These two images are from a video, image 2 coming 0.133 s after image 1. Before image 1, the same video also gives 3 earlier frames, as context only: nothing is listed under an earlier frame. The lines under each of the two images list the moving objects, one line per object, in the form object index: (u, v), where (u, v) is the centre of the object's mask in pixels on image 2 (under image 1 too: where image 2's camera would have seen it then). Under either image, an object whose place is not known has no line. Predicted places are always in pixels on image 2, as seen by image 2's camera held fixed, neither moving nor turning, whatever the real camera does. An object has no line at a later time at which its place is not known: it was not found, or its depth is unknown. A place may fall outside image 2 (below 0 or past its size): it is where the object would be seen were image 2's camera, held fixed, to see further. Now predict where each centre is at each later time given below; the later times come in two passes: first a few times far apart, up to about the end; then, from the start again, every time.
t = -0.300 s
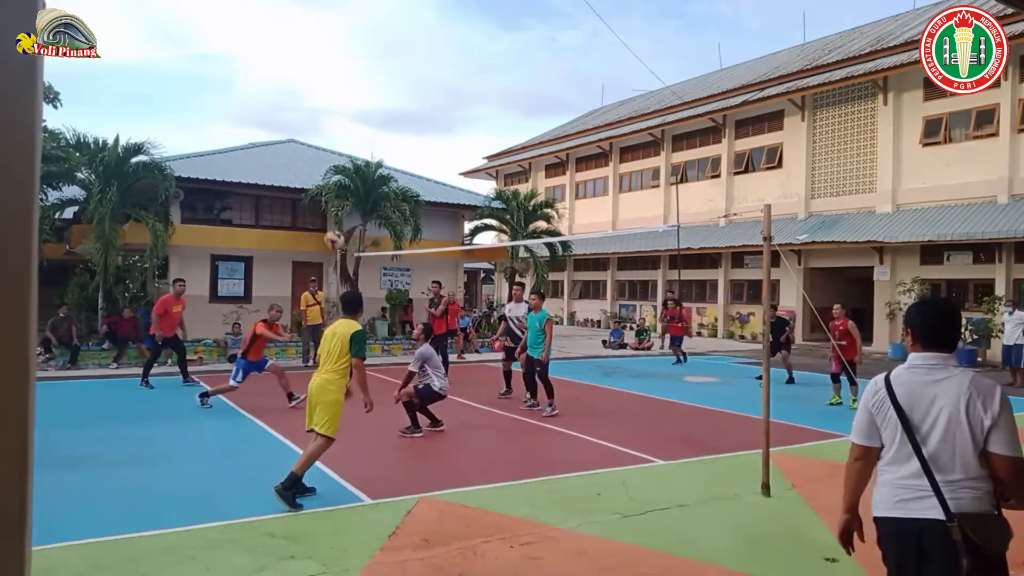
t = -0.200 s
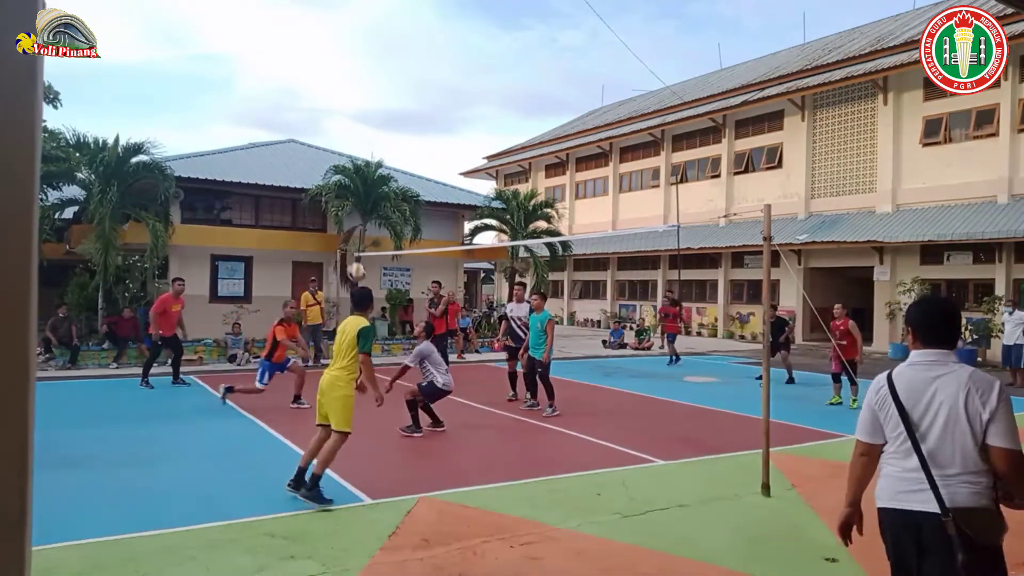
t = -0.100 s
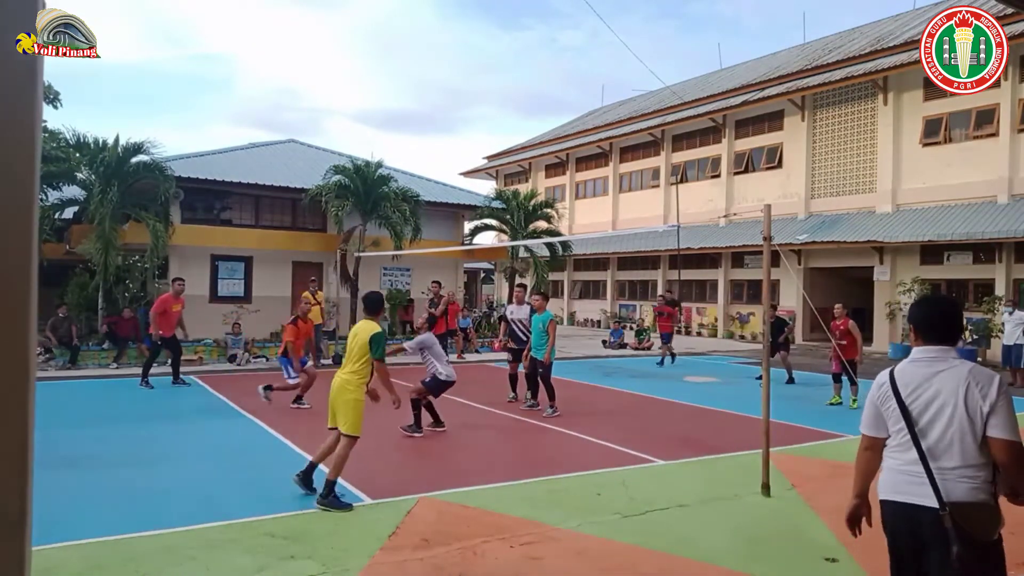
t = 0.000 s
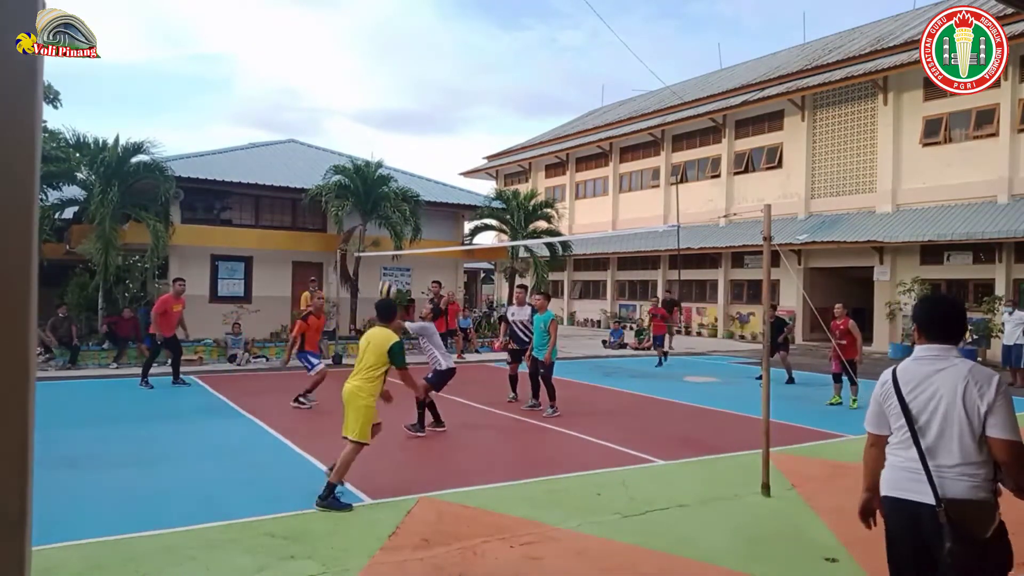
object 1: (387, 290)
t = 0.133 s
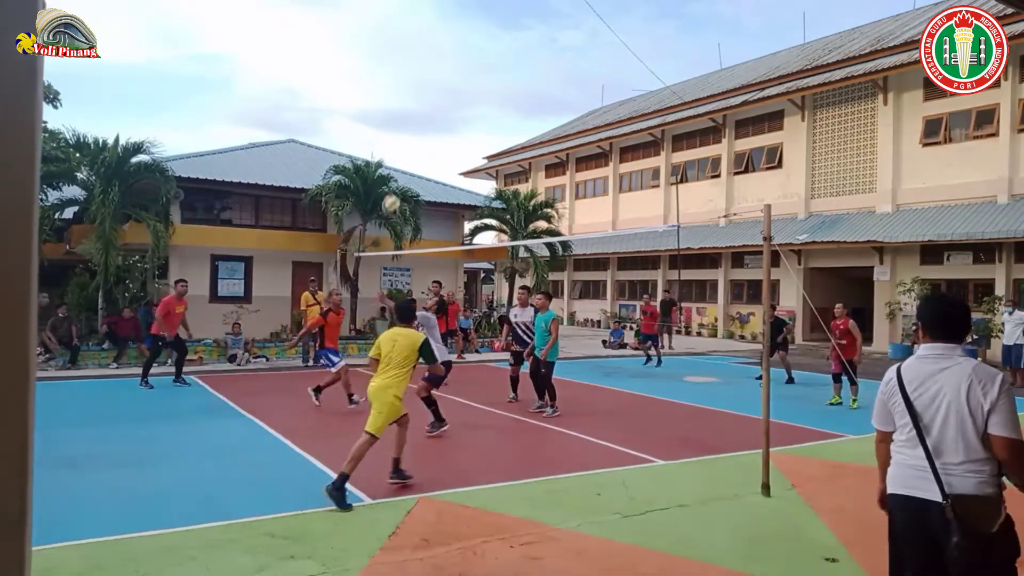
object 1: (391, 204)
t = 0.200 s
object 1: (393, 169)
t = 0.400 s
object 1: (398, 81)
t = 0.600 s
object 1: (402, 28)
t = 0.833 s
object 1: (406, 11)
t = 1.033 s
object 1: (410, 37)
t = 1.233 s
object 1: (412, 101)
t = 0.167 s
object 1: (392, 186)
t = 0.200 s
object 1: (393, 169)
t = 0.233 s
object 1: (394, 152)
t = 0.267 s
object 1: (395, 136)
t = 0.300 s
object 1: (395, 121)
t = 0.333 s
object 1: (396, 107)
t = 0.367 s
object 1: (397, 94)
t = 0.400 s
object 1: (398, 81)
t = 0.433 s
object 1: (398, 70)
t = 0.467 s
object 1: (399, 60)
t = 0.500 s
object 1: (400, 50)
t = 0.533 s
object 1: (400, 42)
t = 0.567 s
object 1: (401, 34)
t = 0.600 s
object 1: (402, 28)
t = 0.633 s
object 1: (402, 23)
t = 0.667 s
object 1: (403, 18)
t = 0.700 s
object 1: (404, 15)
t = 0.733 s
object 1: (405, 12)
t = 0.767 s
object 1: (405, 11)
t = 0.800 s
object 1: (406, 11)
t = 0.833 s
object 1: (406, 11)
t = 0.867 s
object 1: (407, 13)
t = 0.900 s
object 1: (407, 16)
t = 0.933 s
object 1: (408, 19)
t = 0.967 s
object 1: (409, 24)
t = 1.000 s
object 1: (409, 30)
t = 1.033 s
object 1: (410, 37)
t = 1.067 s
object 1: (410, 45)
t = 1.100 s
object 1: (411, 54)
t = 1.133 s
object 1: (411, 64)
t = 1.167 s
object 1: (411, 75)
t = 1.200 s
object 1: (412, 87)
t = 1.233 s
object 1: (412, 101)
